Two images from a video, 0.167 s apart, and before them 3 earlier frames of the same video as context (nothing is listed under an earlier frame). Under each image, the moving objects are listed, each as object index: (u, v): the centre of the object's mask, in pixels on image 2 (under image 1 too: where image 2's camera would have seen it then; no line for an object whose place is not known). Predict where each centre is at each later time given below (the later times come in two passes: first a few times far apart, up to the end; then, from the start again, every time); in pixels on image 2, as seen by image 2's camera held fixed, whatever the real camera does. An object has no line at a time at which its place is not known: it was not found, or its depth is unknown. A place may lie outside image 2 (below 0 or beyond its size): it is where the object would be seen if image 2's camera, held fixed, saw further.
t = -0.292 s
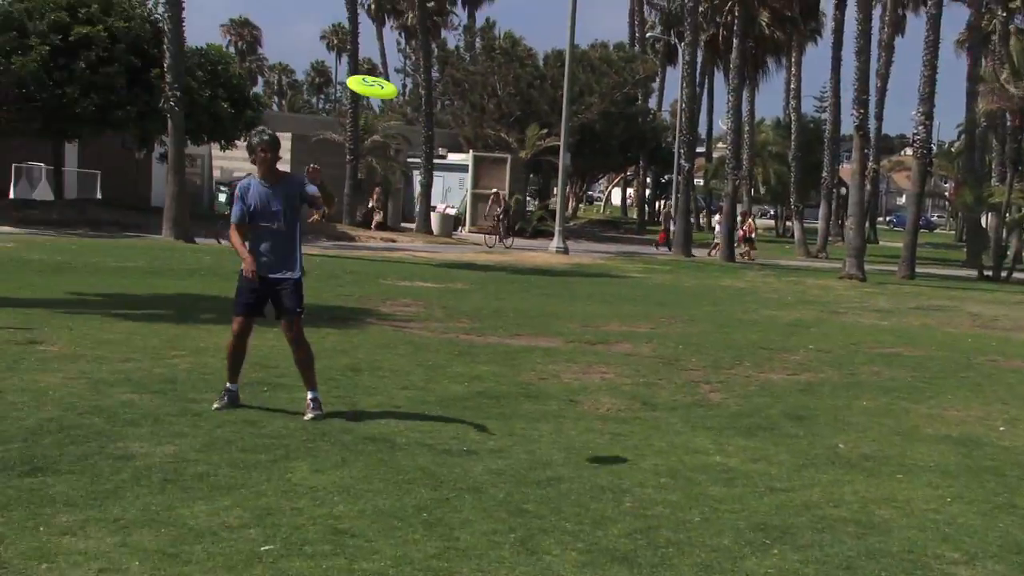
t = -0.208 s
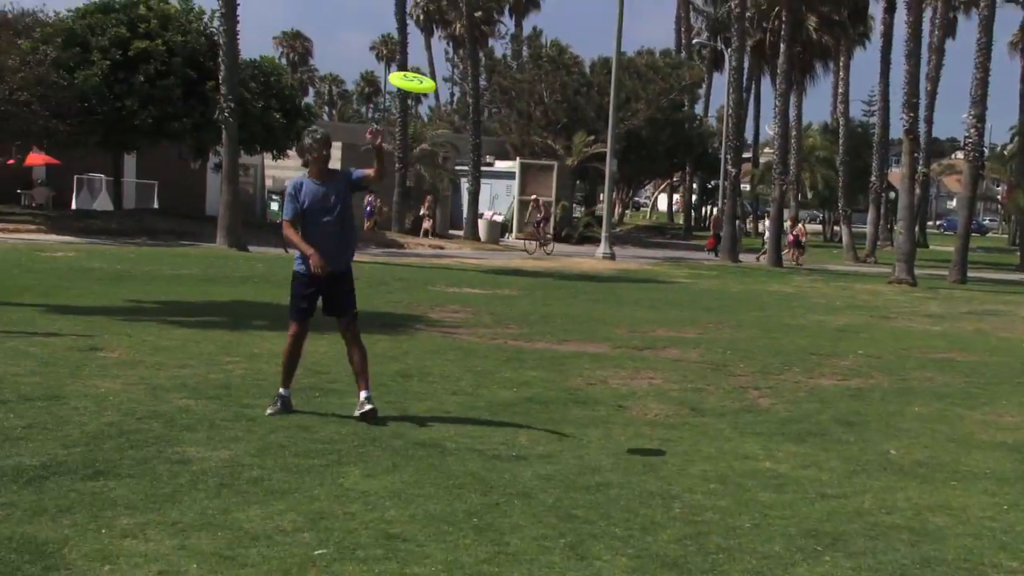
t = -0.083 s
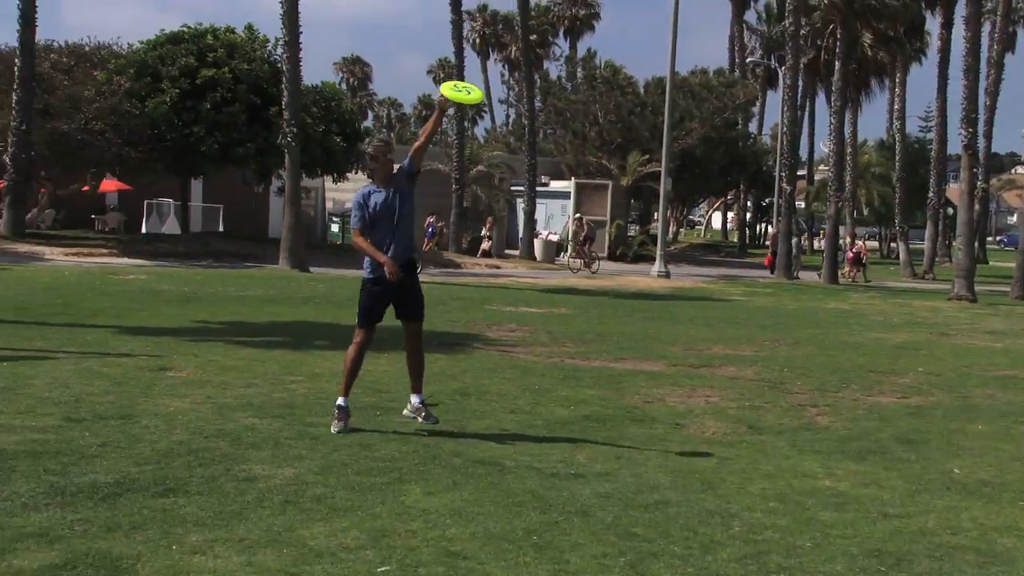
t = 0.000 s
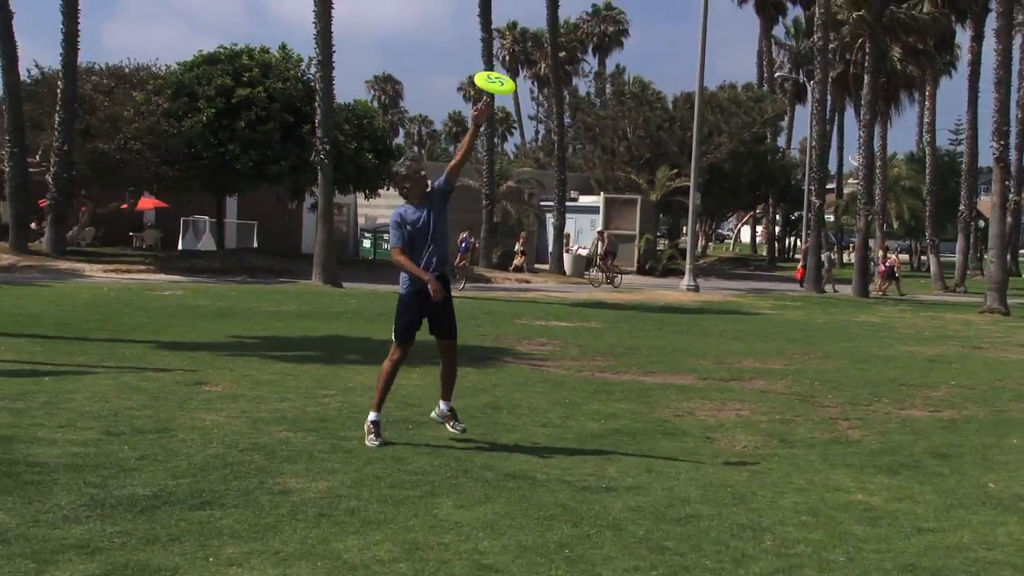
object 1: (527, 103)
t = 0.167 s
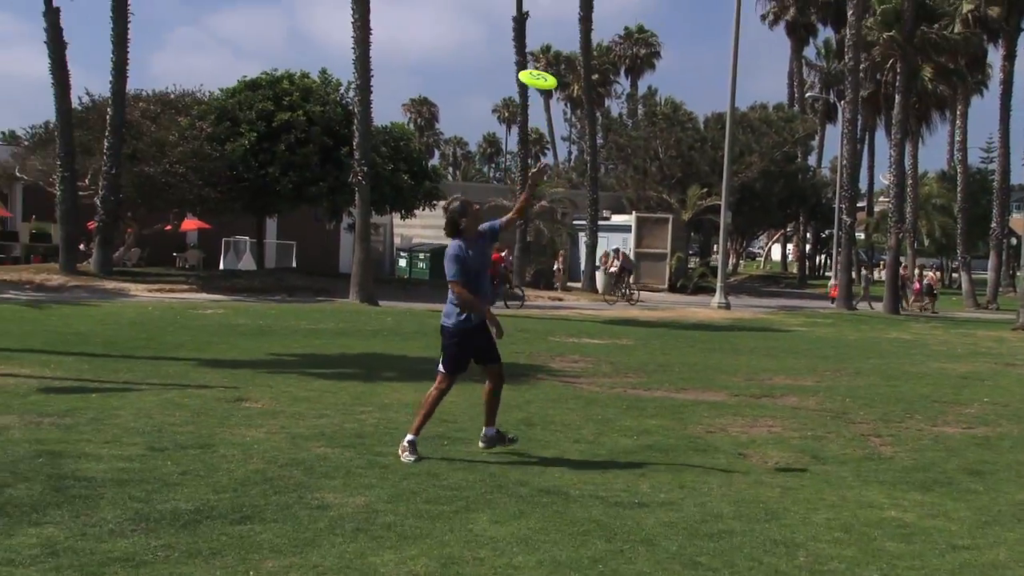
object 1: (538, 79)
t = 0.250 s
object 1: (543, 79)
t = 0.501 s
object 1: (559, 110)
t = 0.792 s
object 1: (582, 183)
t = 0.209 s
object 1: (541, 78)
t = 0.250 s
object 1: (543, 79)
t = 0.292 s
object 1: (546, 81)
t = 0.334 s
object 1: (548, 85)
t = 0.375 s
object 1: (551, 89)
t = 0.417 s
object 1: (553, 95)
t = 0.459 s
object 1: (556, 102)
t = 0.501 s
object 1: (559, 110)
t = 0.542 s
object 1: (562, 118)
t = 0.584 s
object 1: (565, 127)
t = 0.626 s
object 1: (568, 136)
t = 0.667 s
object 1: (573, 147)
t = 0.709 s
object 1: (577, 159)
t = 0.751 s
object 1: (581, 170)
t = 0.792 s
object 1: (582, 183)
